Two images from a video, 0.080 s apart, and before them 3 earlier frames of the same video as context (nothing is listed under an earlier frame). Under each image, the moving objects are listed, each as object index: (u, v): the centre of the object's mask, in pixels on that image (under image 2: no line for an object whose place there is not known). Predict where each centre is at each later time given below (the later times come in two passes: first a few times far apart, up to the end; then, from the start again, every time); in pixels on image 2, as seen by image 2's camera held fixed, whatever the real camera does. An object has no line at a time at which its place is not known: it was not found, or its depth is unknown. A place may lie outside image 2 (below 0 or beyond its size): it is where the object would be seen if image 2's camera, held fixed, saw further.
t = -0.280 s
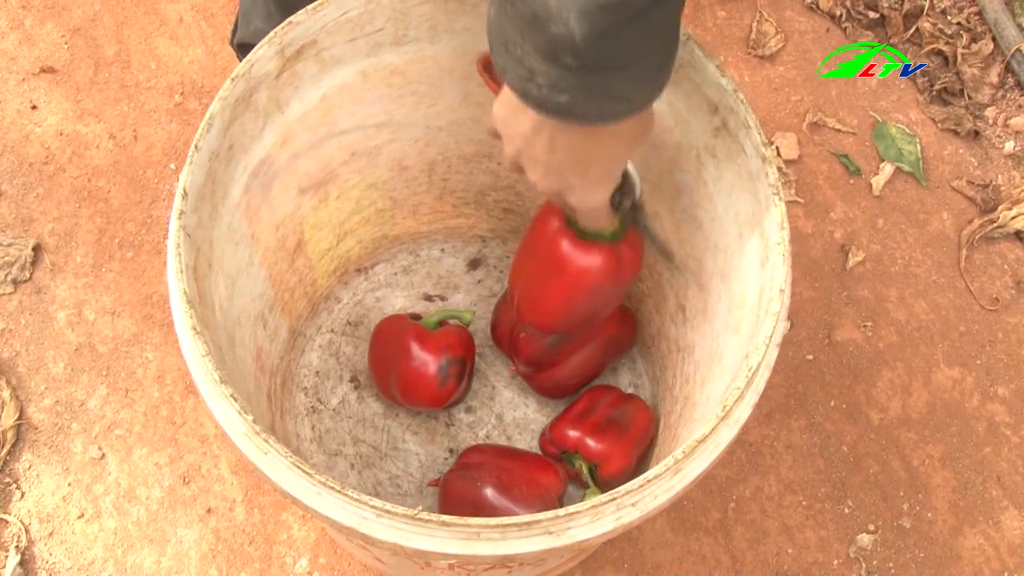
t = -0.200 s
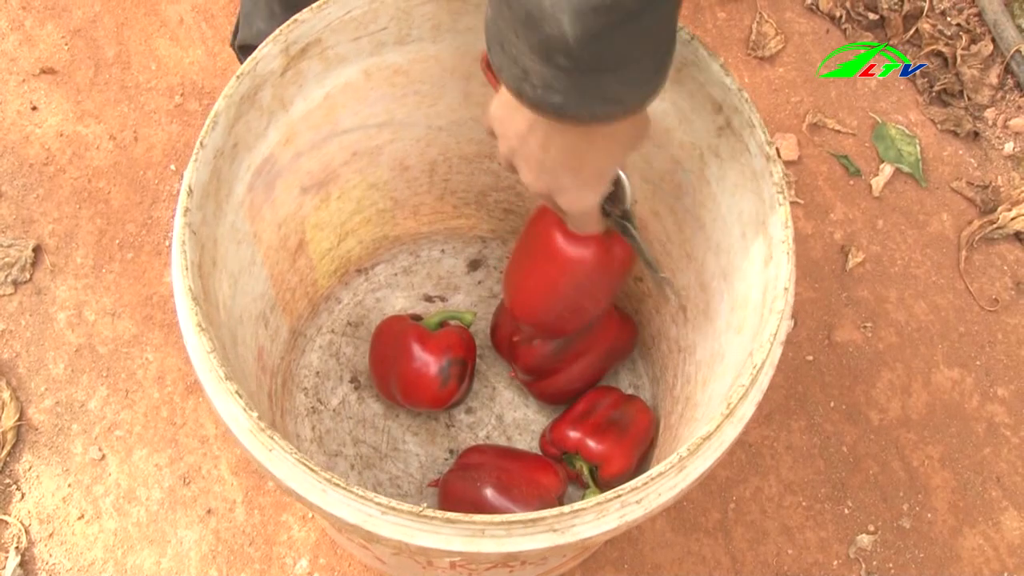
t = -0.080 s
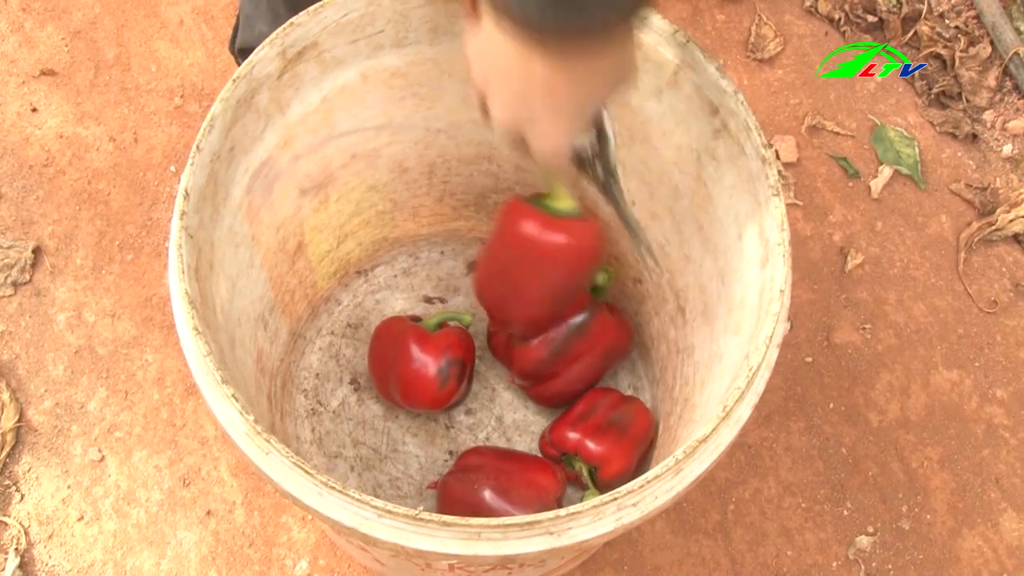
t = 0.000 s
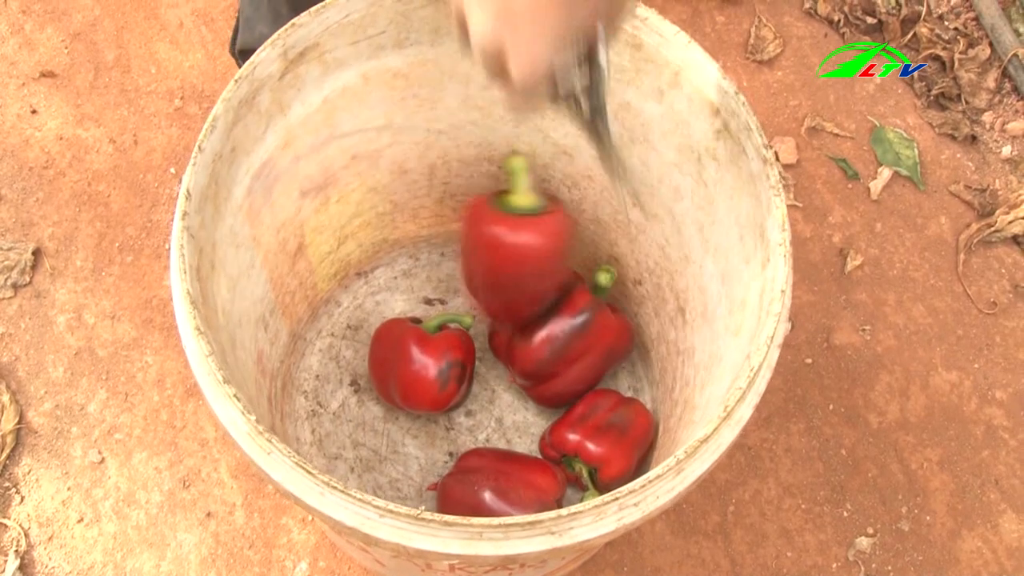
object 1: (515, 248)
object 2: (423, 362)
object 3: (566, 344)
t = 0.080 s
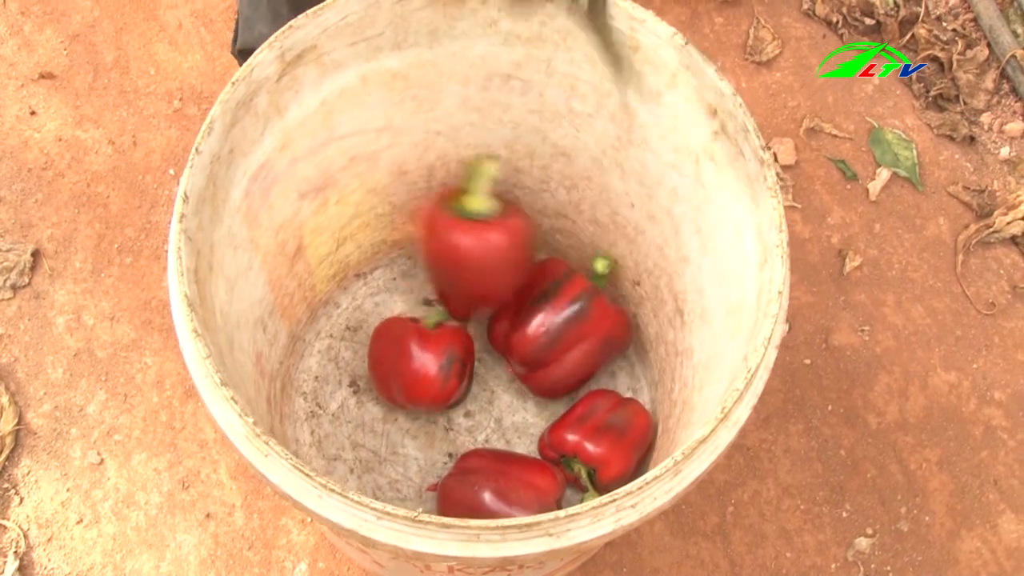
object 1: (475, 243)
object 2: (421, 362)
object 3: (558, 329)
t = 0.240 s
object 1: (445, 249)
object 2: (428, 352)
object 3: (561, 332)
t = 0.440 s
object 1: (446, 266)
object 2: (424, 368)
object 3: (562, 331)
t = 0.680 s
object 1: (430, 280)
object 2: (413, 386)
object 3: (561, 334)
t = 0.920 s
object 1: (432, 279)
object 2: (414, 384)
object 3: (562, 334)
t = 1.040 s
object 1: (432, 279)
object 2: (414, 384)
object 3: (562, 333)
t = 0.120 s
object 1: (461, 242)
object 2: (424, 355)
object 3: (559, 327)
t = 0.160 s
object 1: (451, 245)
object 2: (426, 351)
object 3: (560, 329)
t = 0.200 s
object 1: (447, 247)
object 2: (427, 352)
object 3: (561, 330)
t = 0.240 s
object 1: (445, 249)
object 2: (428, 352)
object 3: (561, 332)
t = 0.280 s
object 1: (446, 252)
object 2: (428, 353)
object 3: (562, 332)
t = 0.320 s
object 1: (452, 253)
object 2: (431, 353)
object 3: (562, 331)
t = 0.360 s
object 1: (453, 256)
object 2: (431, 357)
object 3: (562, 331)
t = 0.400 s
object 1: (451, 259)
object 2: (429, 361)
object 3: (562, 331)
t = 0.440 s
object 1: (446, 266)
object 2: (424, 368)
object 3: (562, 331)
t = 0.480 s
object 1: (441, 270)
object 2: (414, 374)
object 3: (562, 331)
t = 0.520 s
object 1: (438, 276)
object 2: (411, 379)
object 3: (563, 332)
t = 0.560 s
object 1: (435, 278)
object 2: (413, 382)
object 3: (561, 334)
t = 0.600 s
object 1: (433, 279)
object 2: (415, 384)
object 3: (562, 332)
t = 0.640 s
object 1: (430, 280)
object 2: (415, 386)
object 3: (561, 333)
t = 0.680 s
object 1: (430, 280)
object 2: (413, 386)
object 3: (561, 334)
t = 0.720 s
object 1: (431, 279)
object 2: (414, 386)
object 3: (561, 333)
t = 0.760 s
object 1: (432, 279)
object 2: (414, 386)
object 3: (561, 334)
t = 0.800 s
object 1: (432, 279)
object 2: (414, 385)
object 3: (561, 334)
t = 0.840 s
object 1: (432, 279)
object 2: (414, 384)
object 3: (561, 334)
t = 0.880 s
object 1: (432, 279)
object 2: (414, 384)
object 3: (561, 334)
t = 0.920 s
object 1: (432, 279)
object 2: (414, 384)
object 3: (562, 334)
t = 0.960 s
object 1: (432, 279)
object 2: (414, 384)
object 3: (561, 334)
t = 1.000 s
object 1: (432, 279)
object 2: (414, 384)
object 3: (561, 334)
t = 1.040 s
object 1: (432, 279)
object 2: (414, 384)
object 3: (562, 333)
